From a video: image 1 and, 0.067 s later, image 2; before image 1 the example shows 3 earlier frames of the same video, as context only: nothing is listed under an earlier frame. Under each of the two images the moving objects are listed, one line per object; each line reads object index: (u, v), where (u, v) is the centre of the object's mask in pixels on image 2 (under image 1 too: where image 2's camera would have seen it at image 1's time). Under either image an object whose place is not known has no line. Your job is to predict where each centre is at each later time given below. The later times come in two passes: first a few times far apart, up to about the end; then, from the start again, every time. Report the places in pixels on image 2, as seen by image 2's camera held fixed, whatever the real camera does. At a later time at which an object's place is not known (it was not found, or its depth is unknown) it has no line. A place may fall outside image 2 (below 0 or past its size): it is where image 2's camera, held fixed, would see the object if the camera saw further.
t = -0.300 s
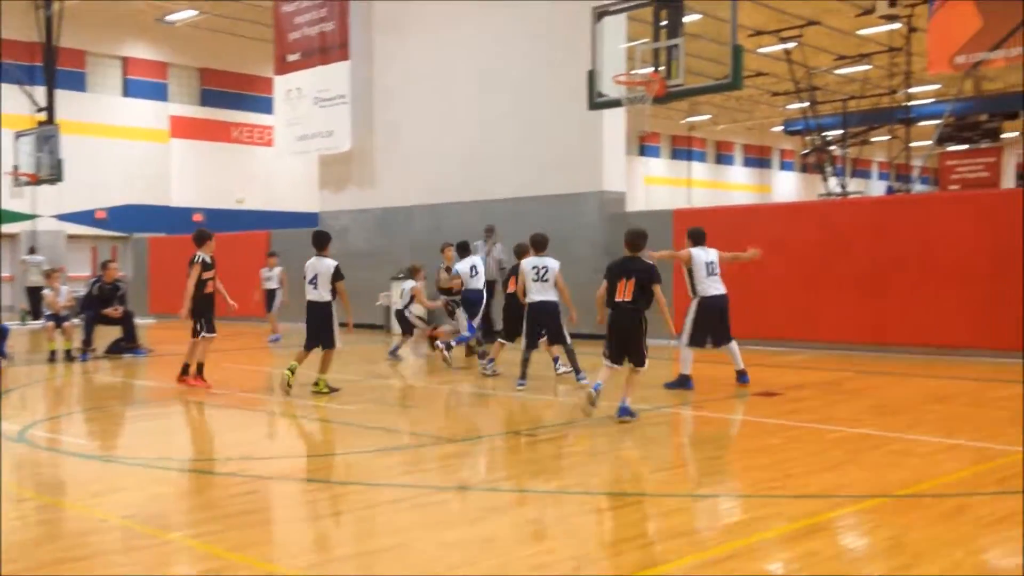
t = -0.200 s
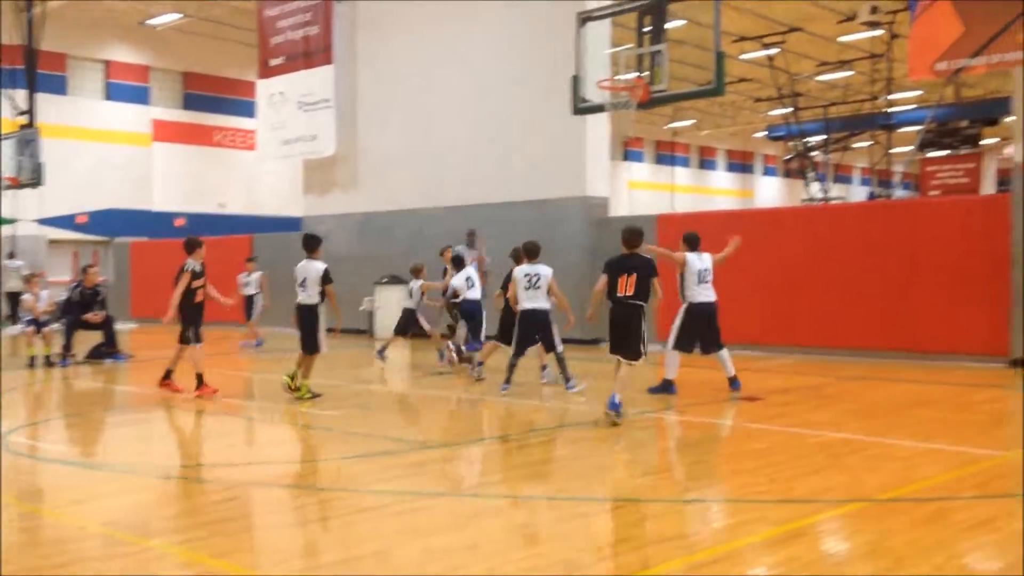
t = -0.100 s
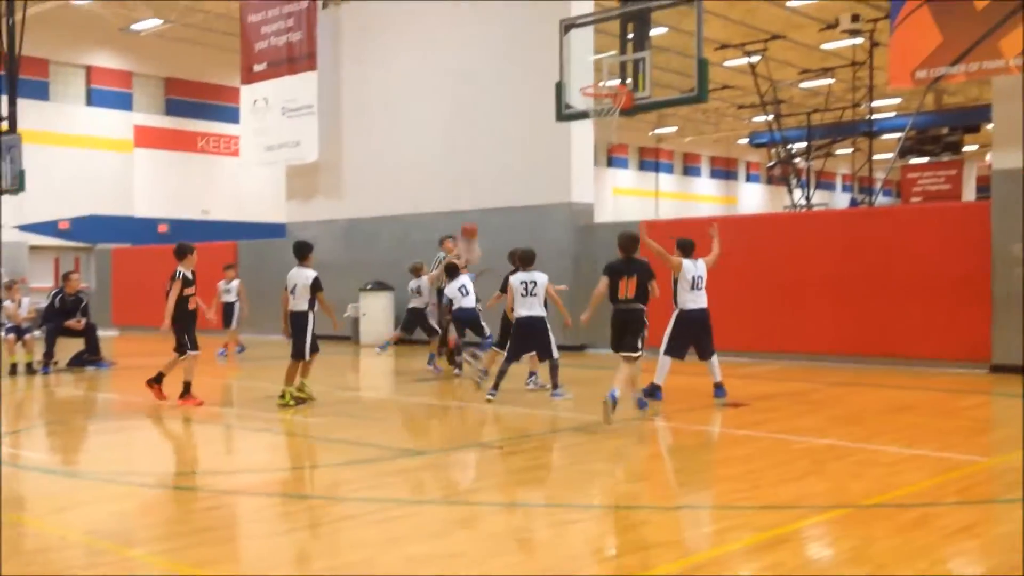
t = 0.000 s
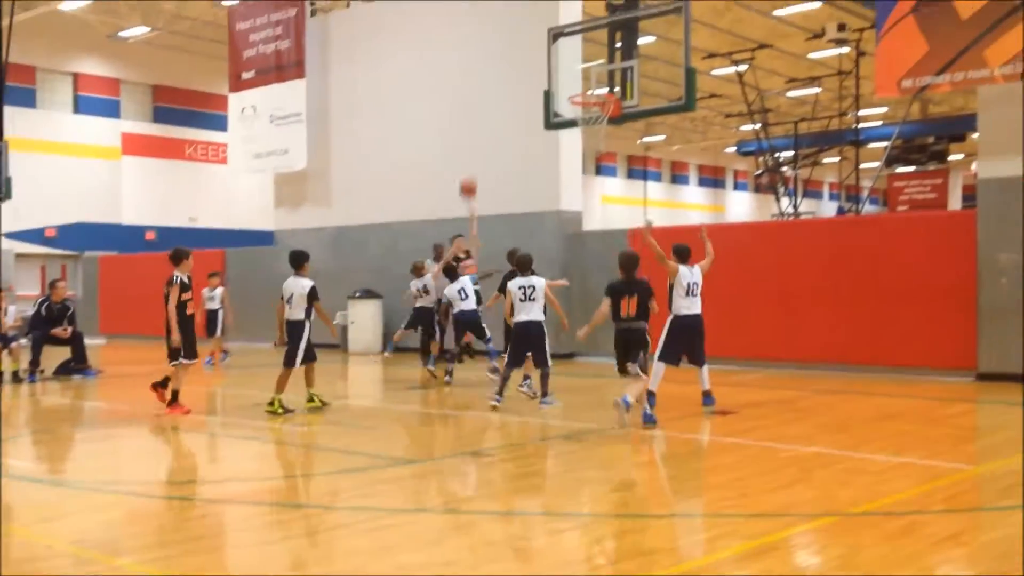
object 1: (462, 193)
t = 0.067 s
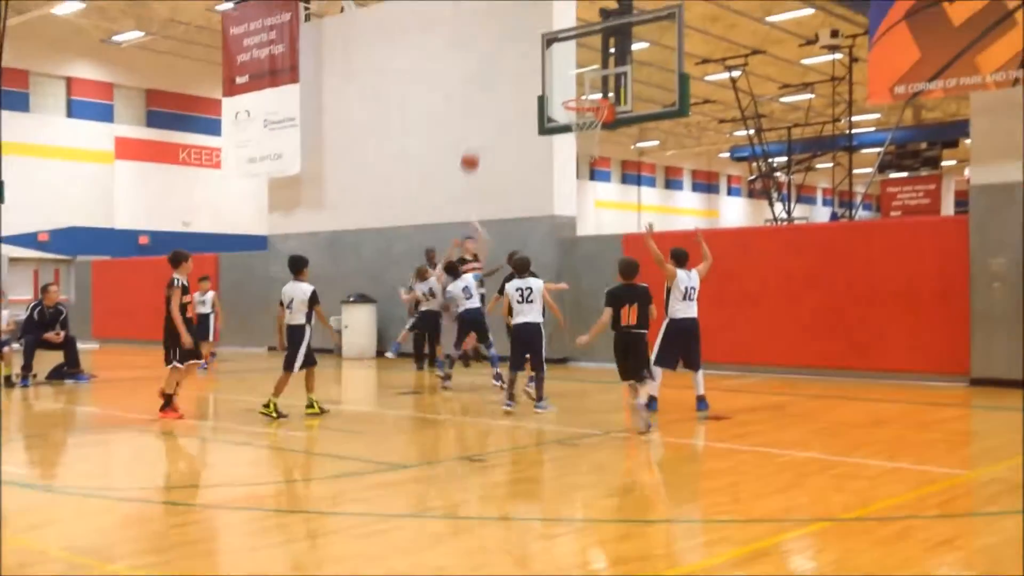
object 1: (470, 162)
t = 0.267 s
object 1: (494, 85)
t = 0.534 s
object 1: (527, 30)
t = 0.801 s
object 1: (565, 34)
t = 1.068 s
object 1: (597, 81)
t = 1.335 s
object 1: (570, 34)
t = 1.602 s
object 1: (544, 55)
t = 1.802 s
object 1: (526, 113)
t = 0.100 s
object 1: (474, 147)
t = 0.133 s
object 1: (478, 133)
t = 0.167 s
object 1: (482, 120)
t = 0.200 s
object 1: (486, 107)
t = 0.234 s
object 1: (490, 96)
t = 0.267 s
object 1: (494, 85)
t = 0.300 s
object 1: (498, 75)
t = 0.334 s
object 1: (501, 66)
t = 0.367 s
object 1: (506, 58)
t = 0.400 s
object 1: (510, 51)
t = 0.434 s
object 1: (514, 44)
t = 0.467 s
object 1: (518, 39)
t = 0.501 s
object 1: (523, 34)
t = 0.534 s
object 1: (527, 30)
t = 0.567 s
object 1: (532, 27)
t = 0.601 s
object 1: (536, 25)
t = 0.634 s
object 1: (541, 24)
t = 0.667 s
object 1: (546, 24)
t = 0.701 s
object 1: (550, 24)
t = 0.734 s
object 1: (555, 26)
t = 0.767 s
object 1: (560, 30)
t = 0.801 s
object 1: (565, 34)
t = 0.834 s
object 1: (570, 40)
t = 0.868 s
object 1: (575, 45)
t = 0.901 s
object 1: (580, 55)
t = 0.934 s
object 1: (585, 63)
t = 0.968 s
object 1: (590, 73)
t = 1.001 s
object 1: (596, 83)
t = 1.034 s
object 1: (598, 87)
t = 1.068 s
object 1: (597, 81)
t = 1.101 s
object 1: (592, 72)
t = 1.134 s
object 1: (588, 63)
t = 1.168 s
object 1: (585, 57)
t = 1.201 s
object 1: (582, 49)
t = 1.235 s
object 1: (579, 43)
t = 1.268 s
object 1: (576, 40)
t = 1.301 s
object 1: (573, 37)
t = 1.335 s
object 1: (570, 34)
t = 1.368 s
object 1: (566, 33)
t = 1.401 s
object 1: (563, 33)
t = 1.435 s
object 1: (560, 34)
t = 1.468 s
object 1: (557, 37)
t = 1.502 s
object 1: (555, 40)
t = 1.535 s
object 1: (551, 44)
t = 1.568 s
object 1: (547, 49)
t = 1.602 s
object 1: (544, 55)
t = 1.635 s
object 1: (541, 63)
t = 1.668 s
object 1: (538, 71)
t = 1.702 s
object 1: (535, 80)
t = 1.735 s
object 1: (532, 90)
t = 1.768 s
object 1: (528, 101)
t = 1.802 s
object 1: (526, 113)
